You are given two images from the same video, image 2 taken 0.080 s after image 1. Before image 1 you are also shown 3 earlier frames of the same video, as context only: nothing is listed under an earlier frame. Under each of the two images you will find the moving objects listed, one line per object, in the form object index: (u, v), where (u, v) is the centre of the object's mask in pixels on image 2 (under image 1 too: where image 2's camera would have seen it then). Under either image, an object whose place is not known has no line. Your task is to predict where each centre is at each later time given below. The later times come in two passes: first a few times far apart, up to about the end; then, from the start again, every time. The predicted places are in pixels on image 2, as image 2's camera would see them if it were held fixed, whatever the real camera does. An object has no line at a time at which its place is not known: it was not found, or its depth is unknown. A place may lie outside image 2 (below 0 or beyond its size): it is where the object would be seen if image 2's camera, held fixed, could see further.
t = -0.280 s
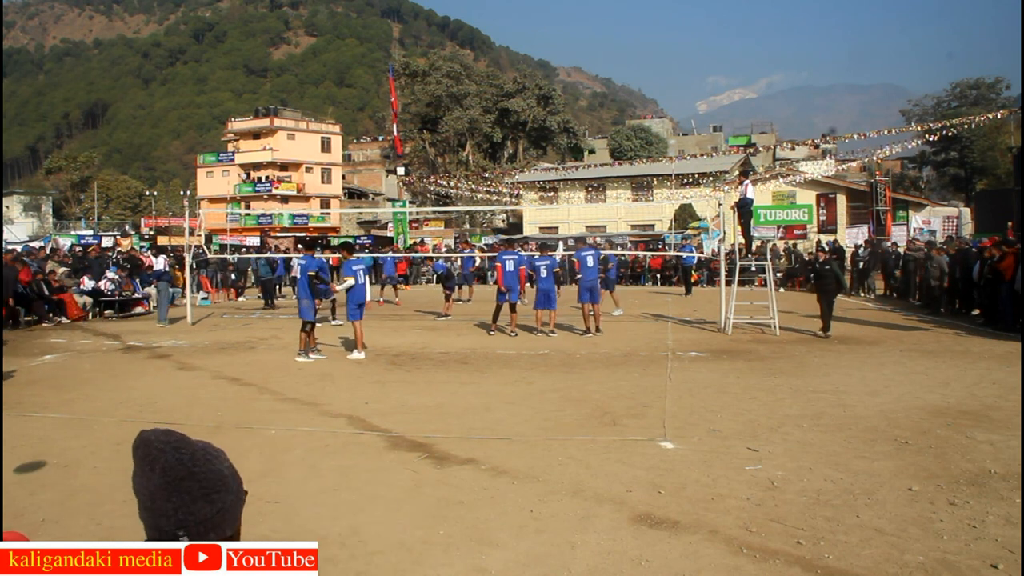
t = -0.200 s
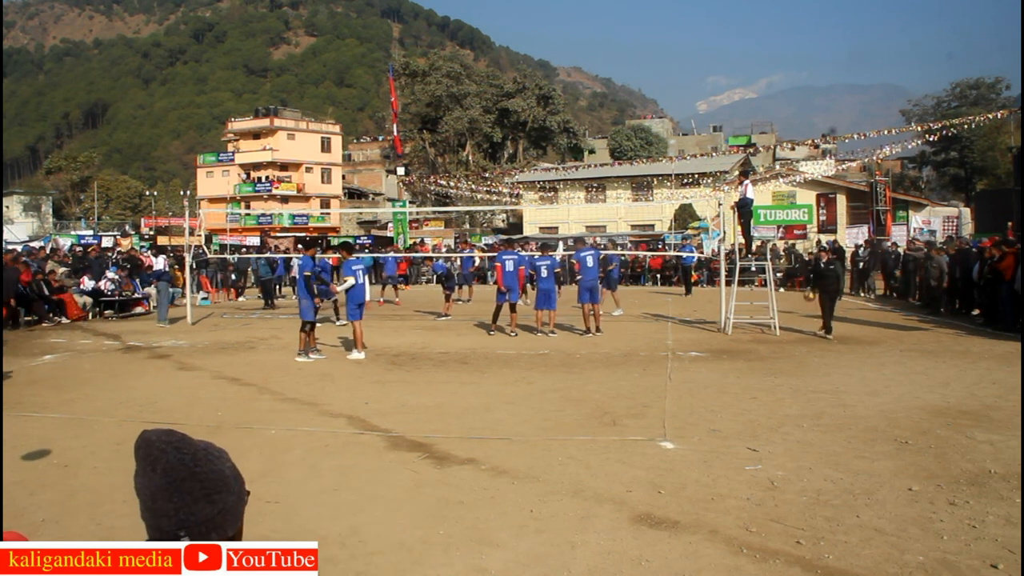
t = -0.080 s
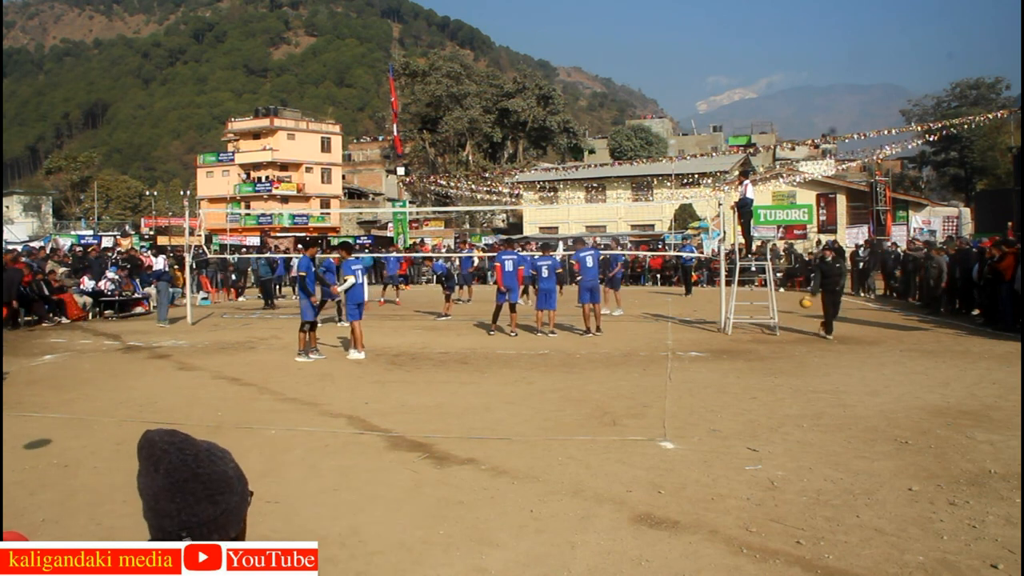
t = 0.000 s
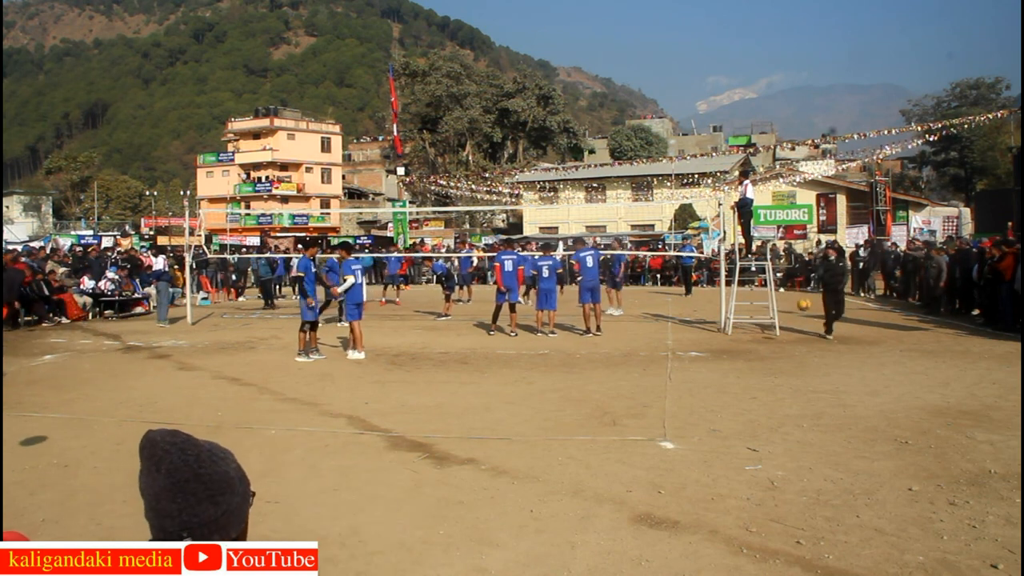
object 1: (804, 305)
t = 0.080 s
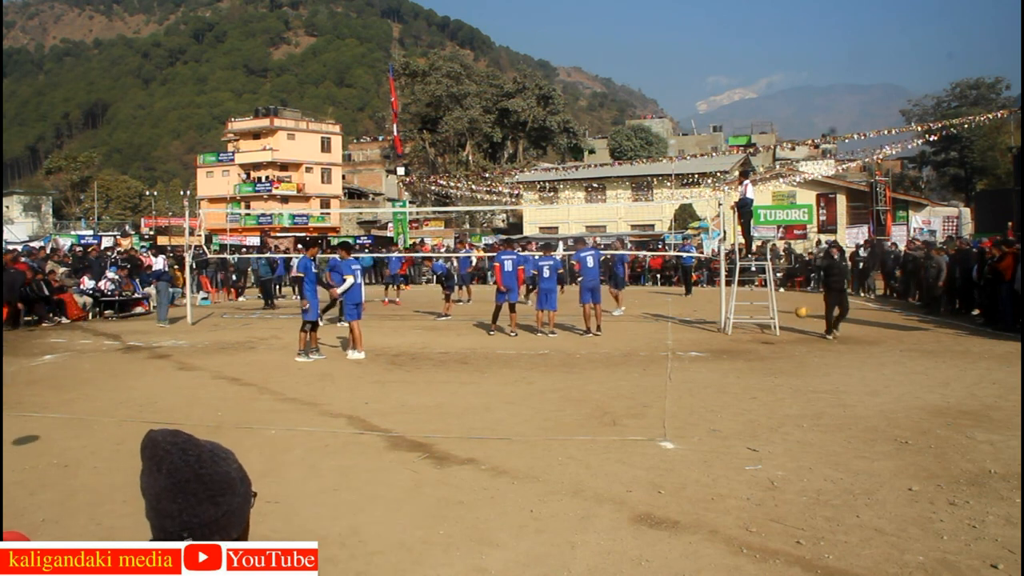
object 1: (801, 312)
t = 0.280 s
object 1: (795, 352)
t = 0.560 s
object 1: (785, 336)
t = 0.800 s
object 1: (772, 366)
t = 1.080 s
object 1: (754, 381)
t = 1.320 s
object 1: (730, 430)
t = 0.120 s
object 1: (801, 316)
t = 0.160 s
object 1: (800, 323)
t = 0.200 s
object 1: (799, 331)
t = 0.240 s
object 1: (796, 339)
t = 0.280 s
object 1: (795, 352)
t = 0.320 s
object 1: (794, 355)
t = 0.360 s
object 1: (792, 349)
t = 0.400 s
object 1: (791, 344)
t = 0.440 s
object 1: (789, 340)
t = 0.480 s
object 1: (788, 338)
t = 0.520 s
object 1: (786, 336)
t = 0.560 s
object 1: (785, 336)
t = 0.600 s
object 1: (783, 337)
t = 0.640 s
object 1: (782, 340)
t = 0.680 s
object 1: (779, 344)
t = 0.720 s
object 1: (778, 350)
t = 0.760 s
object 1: (776, 357)
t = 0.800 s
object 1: (772, 366)
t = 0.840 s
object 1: (771, 379)
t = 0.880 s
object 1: (768, 390)
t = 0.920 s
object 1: (765, 386)
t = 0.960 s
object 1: (763, 383)
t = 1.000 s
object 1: (760, 381)
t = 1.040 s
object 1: (756, 381)
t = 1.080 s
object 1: (754, 381)
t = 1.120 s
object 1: (750, 385)
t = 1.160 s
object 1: (746, 390)
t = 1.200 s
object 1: (743, 396)
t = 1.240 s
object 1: (739, 406)
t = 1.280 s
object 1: (735, 419)
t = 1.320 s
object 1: (730, 430)
